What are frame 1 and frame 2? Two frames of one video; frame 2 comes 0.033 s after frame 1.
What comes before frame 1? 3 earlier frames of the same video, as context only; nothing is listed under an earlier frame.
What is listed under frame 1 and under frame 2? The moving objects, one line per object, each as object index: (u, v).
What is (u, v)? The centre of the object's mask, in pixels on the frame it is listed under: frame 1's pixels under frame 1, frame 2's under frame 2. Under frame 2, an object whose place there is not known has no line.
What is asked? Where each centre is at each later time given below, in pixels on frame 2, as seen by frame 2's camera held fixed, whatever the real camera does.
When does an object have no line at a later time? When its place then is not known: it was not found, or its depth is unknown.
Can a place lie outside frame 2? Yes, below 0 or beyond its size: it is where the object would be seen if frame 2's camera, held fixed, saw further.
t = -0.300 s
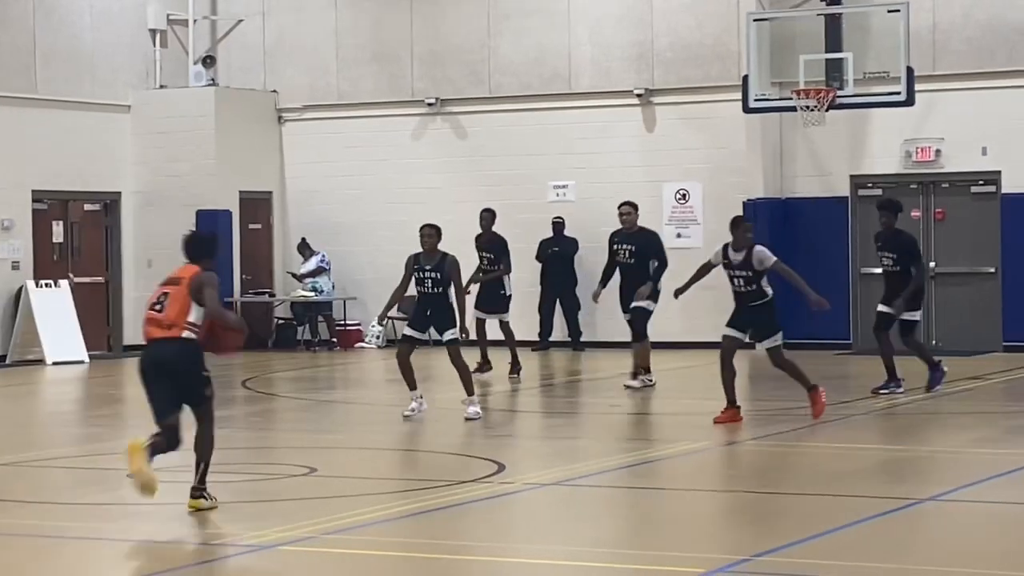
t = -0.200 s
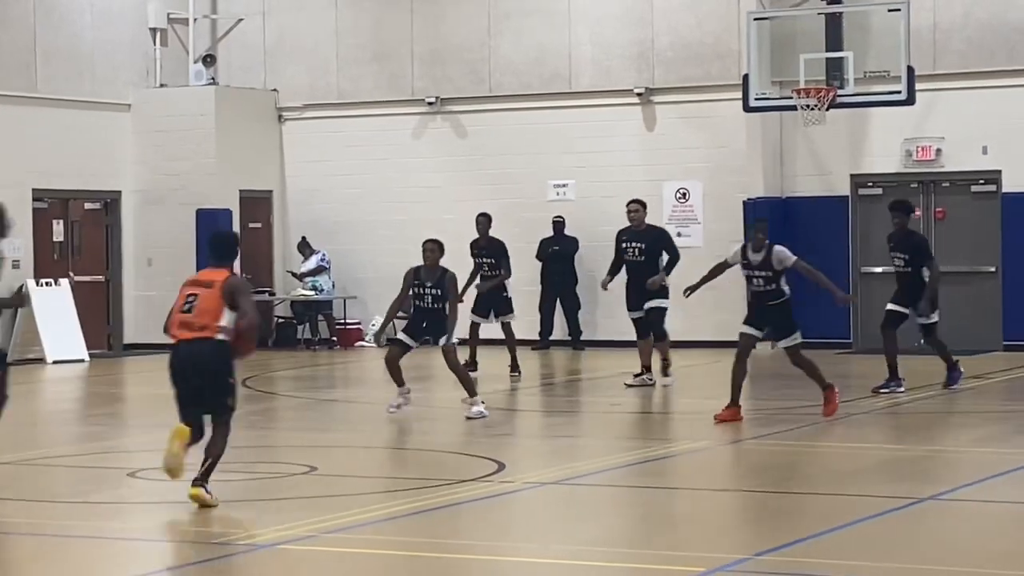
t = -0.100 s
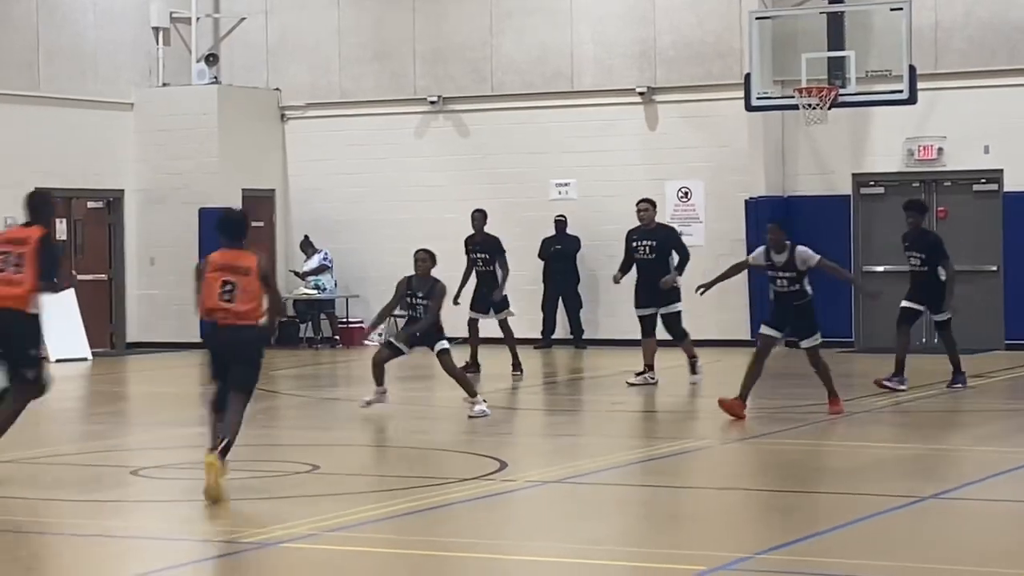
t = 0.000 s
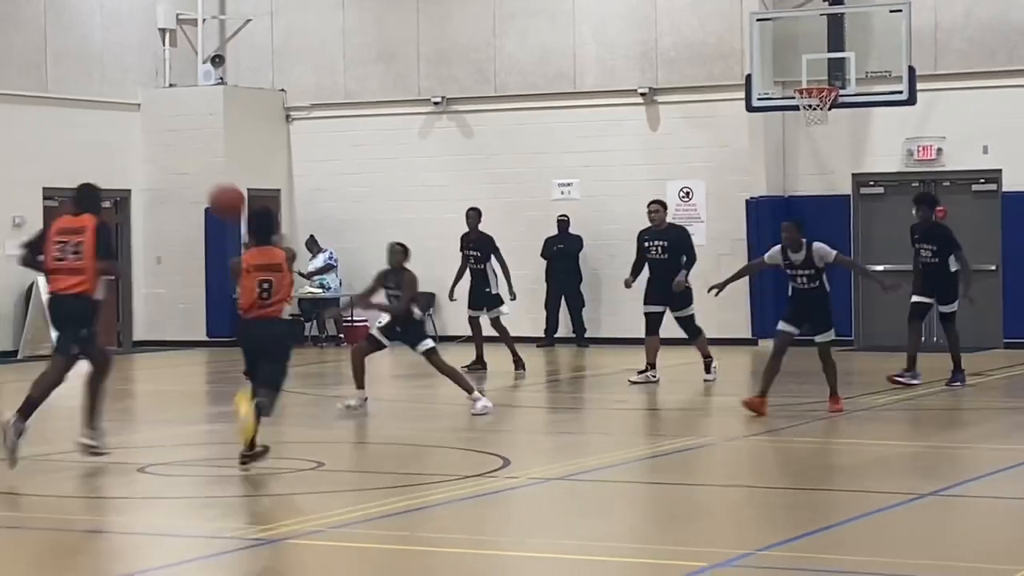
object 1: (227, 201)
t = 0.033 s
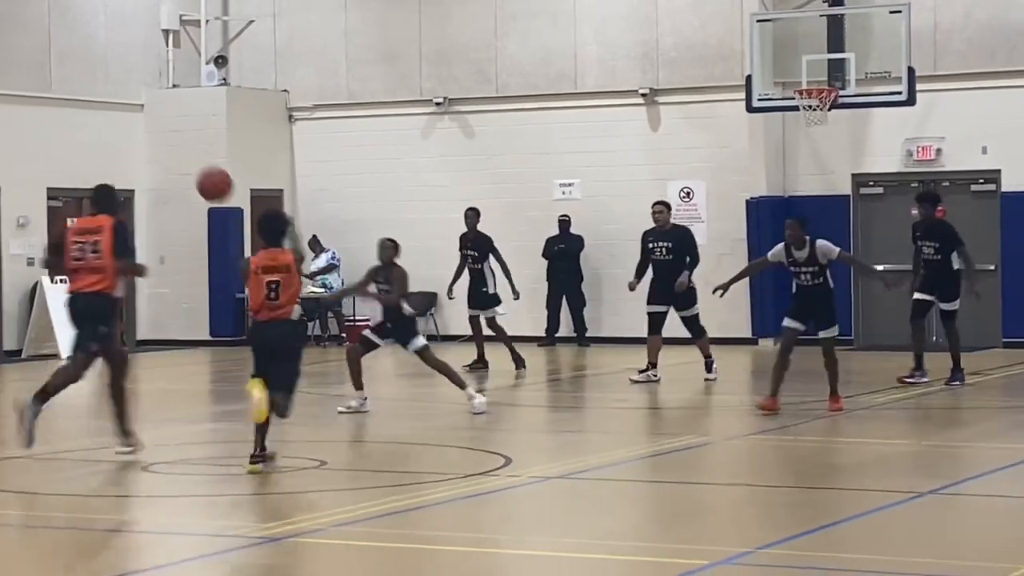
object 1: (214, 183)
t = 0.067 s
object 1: (198, 168)
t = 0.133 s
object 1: (167, 139)
